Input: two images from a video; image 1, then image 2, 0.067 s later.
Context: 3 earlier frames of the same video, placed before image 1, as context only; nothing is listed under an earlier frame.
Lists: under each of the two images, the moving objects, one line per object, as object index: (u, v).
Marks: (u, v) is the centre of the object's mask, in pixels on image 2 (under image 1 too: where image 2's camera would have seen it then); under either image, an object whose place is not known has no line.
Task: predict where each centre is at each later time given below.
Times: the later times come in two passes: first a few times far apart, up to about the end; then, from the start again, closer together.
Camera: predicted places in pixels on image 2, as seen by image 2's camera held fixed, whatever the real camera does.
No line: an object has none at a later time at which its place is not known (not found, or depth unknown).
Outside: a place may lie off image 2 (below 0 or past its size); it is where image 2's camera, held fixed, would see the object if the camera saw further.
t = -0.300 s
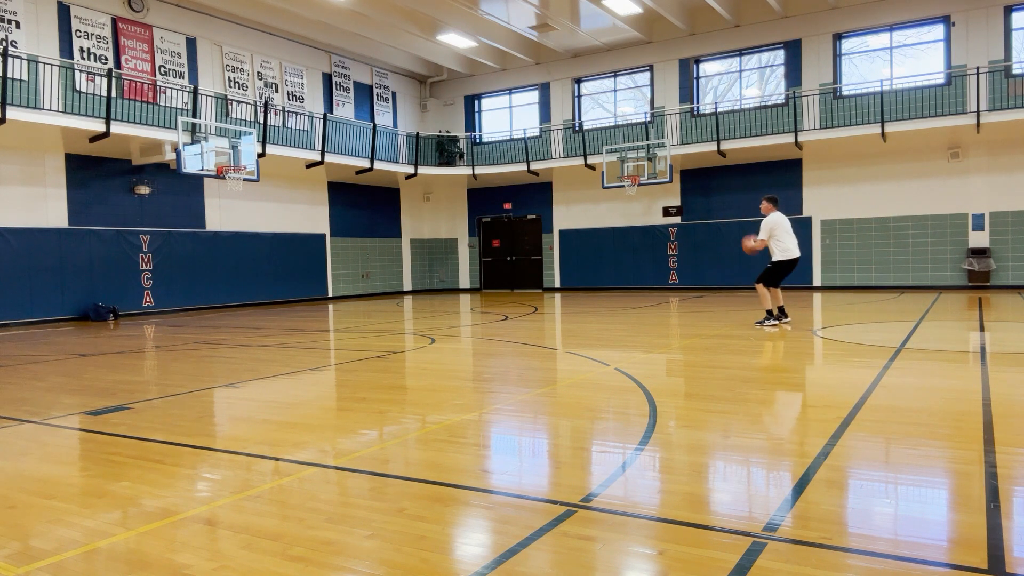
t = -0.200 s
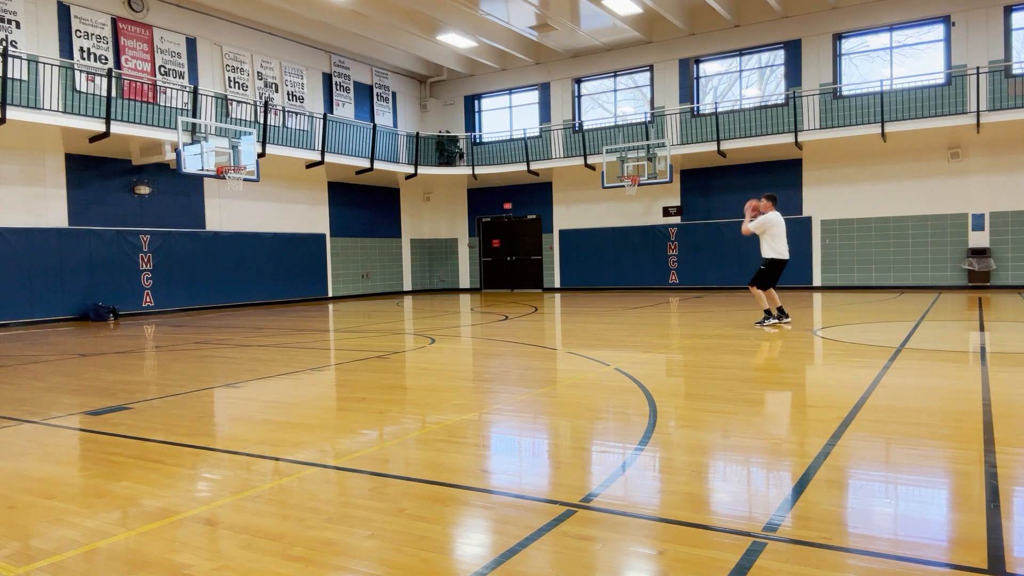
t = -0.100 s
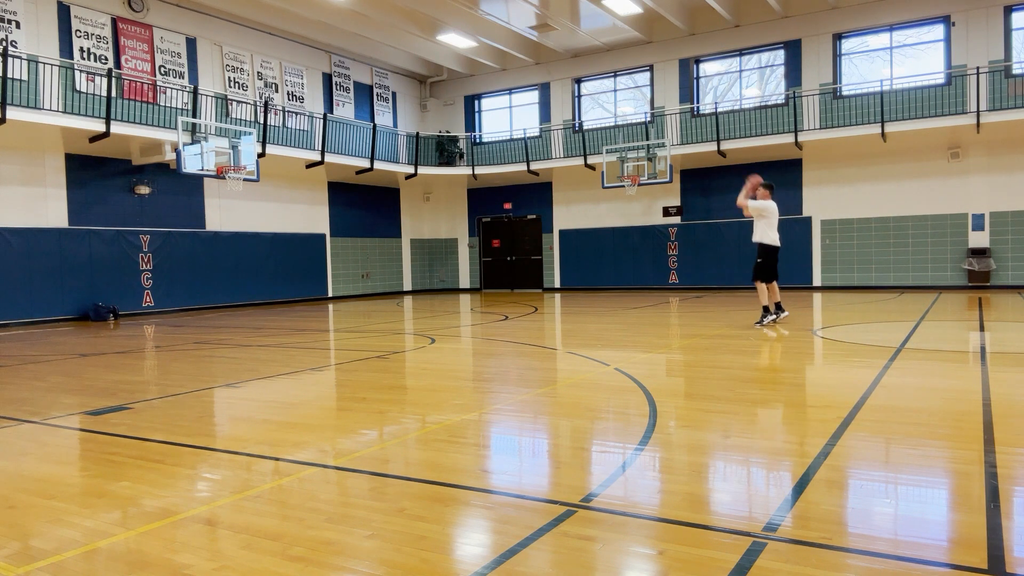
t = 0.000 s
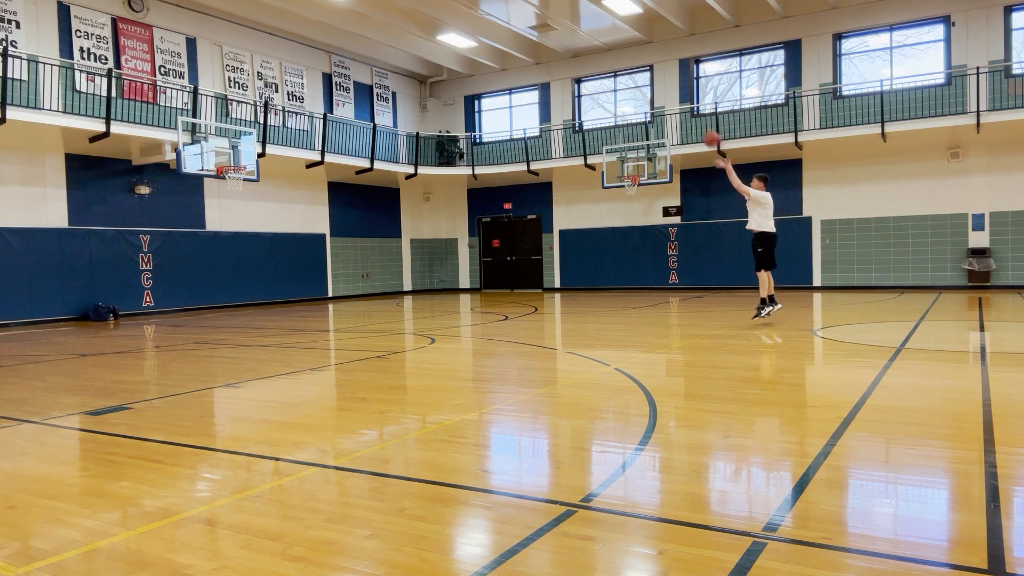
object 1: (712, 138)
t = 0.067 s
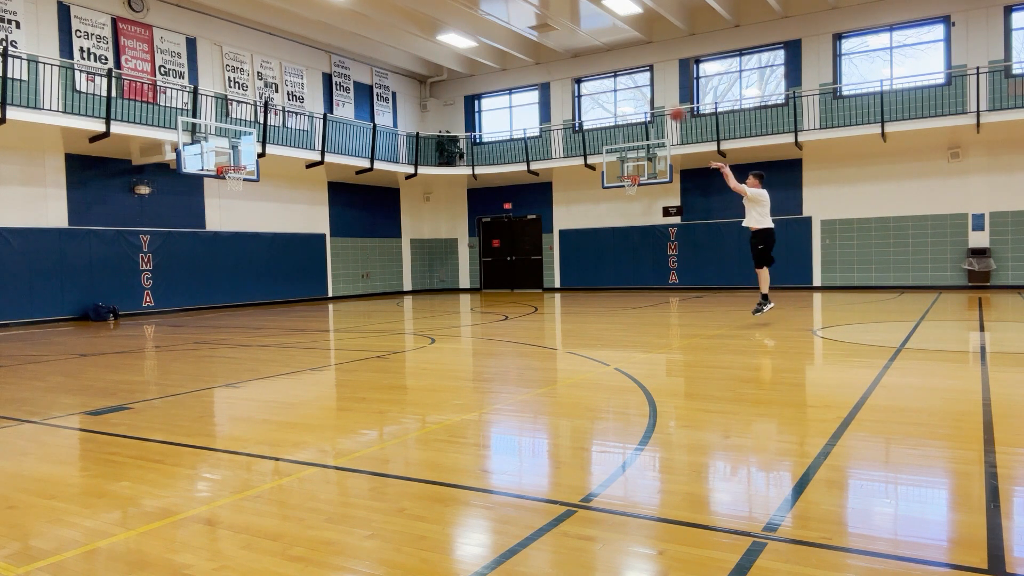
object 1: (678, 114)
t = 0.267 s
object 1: (580, 57)
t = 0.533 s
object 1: (472, 28)
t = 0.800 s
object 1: (380, 41)
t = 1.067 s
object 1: (301, 88)
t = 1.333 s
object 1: (235, 162)
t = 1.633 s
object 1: (225, 136)
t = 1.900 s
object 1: (242, 140)
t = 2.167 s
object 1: (262, 180)
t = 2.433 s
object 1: (285, 255)
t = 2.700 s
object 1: (299, 285)
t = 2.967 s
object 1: (301, 241)
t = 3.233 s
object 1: (305, 233)
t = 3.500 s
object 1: (310, 261)
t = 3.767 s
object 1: (316, 307)
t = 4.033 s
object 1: (320, 275)
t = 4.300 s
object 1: (326, 279)
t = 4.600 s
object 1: (334, 306)
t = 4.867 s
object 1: (338, 292)
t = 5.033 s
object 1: (342, 301)
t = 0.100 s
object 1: (659, 101)
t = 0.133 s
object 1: (643, 91)
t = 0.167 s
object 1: (627, 80)
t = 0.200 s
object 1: (611, 72)
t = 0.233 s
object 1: (595, 64)
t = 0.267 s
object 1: (580, 57)
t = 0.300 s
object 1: (566, 51)
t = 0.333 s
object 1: (551, 45)
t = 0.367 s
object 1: (538, 41)
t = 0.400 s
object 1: (524, 37)
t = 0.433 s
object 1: (510, 34)
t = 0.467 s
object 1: (497, 31)
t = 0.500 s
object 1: (484, 29)
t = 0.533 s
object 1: (472, 28)
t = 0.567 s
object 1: (460, 27)
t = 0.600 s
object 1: (447, 26)
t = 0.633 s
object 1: (435, 28)
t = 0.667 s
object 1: (424, 30)
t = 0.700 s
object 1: (412, 32)
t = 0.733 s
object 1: (401, 34)
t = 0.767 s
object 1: (391, 37)
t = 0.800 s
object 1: (380, 41)
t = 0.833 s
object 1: (369, 45)
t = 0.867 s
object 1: (359, 49)
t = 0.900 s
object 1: (349, 54)
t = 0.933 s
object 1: (339, 61)
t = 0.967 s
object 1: (329, 67)
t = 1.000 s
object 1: (320, 73)
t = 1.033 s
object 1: (311, 81)
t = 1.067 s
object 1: (301, 88)
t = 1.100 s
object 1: (292, 96)
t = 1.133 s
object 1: (284, 104)
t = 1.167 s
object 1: (275, 113)
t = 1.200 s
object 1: (266, 122)
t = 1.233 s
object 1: (259, 131)
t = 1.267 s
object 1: (251, 141)
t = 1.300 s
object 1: (242, 152)
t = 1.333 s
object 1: (235, 162)
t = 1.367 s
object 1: (232, 159)
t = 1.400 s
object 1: (229, 155)
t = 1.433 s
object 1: (226, 151)
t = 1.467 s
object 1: (223, 149)
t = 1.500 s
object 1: (220, 146)
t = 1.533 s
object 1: (219, 144)
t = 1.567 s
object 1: (221, 141)
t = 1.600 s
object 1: (223, 138)
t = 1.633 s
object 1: (225, 136)
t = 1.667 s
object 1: (227, 135)
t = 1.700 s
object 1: (229, 134)
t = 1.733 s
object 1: (231, 134)
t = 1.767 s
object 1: (234, 134)
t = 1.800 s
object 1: (236, 134)
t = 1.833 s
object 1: (238, 136)
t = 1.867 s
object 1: (240, 138)
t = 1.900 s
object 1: (242, 140)
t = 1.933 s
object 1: (245, 143)
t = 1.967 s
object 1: (248, 147)
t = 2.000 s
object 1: (250, 151)
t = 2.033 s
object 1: (253, 156)
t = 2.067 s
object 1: (256, 161)
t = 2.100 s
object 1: (258, 167)
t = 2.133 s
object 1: (260, 173)
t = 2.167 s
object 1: (262, 180)
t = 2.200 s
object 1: (265, 188)
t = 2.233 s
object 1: (268, 195)
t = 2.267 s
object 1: (271, 204)
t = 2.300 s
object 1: (274, 213)
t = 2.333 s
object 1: (276, 222)
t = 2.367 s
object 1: (279, 233)
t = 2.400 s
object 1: (282, 243)
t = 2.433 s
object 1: (285, 255)
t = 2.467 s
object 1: (288, 267)
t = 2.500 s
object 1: (291, 279)
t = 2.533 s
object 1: (294, 291)
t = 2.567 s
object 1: (296, 305)
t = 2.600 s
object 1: (299, 311)
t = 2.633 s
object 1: (299, 301)
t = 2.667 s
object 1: (299, 293)
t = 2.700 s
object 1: (299, 285)
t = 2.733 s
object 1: (299, 277)
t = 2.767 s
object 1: (300, 270)
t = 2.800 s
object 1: (300, 264)
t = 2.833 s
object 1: (300, 258)
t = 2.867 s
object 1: (300, 253)
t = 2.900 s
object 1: (301, 248)
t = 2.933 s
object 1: (301, 244)
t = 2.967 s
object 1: (301, 241)
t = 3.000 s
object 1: (302, 238)
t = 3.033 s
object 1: (302, 235)
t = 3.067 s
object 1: (303, 233)
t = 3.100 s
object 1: (303, 232)
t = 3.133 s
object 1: (303, 232)
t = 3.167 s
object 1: (304, 231)
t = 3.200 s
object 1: (305, 231)
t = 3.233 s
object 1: (305, 233)
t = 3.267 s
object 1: (306, 234)
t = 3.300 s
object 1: (306, 237)
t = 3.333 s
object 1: (307, 239)
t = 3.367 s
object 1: (307, 242)
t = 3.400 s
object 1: (308, 246)
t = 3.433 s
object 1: (308, 251)
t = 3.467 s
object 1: (309, 255)
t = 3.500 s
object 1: (310, 261)
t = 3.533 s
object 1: (311, 267)
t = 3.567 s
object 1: (311, 274)
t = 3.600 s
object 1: (312, 281)
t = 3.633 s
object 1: (313, 289)
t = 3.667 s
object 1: (314, 297)
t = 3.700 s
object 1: (314, 305)
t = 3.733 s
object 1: (315, 314)
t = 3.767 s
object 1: (316, 307)
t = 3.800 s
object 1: (316, 301)
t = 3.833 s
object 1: (317, 296)
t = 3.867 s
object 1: (317, 291)
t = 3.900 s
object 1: (318, 287)
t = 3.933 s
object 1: (318, 283)
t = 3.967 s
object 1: (319, 280)
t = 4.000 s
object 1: (320, 277)
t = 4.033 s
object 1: (320, 275)
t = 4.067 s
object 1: (321, 274)
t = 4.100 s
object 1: (322, 273)
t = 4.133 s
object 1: (323, 272)
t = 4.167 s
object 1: (323, 273)
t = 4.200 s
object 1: (324, 273)
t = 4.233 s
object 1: (325, 275)
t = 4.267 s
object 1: (326, 277)
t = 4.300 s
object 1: (326, 279)
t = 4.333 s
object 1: (327, 283)
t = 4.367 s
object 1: (328, 286)
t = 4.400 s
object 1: (329, 291)
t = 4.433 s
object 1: (330, 296)
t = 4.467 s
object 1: (331, 301)
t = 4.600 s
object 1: (334, 306)
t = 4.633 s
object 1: (335, 302)
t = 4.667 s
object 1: (335, 299)
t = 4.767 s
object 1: (337, 293)
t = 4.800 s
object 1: (337, 292)
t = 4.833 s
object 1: (338, 292)
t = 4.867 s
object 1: (338, 292)
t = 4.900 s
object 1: (339, 292)
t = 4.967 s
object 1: (340, 295)
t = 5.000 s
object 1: (341, 298)
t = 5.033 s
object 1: (342, 301)
